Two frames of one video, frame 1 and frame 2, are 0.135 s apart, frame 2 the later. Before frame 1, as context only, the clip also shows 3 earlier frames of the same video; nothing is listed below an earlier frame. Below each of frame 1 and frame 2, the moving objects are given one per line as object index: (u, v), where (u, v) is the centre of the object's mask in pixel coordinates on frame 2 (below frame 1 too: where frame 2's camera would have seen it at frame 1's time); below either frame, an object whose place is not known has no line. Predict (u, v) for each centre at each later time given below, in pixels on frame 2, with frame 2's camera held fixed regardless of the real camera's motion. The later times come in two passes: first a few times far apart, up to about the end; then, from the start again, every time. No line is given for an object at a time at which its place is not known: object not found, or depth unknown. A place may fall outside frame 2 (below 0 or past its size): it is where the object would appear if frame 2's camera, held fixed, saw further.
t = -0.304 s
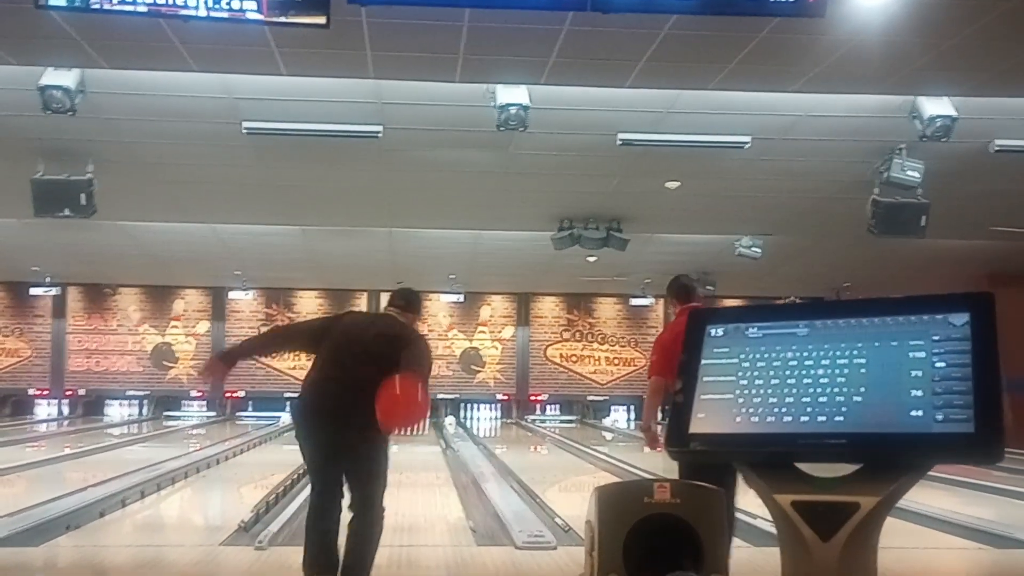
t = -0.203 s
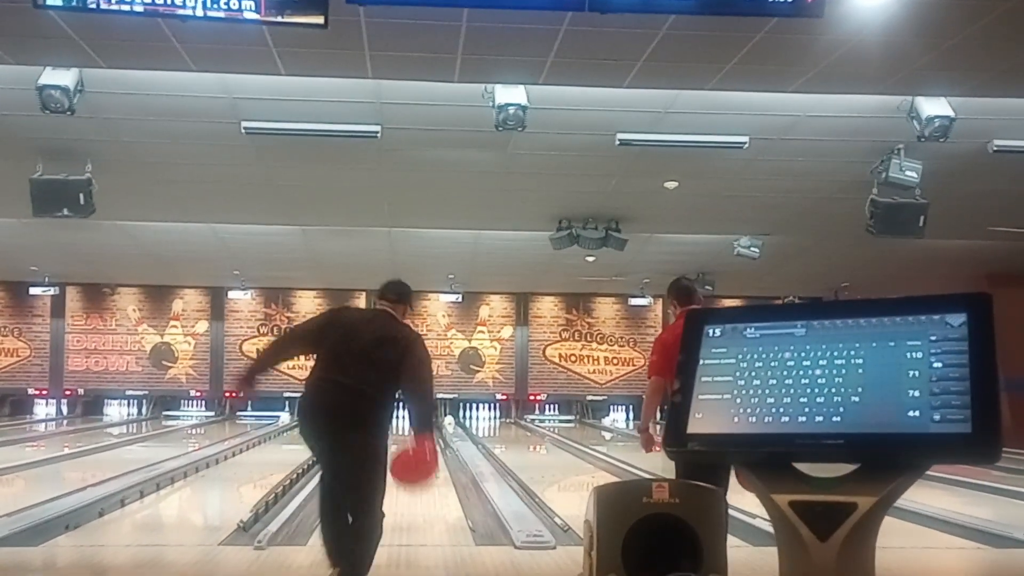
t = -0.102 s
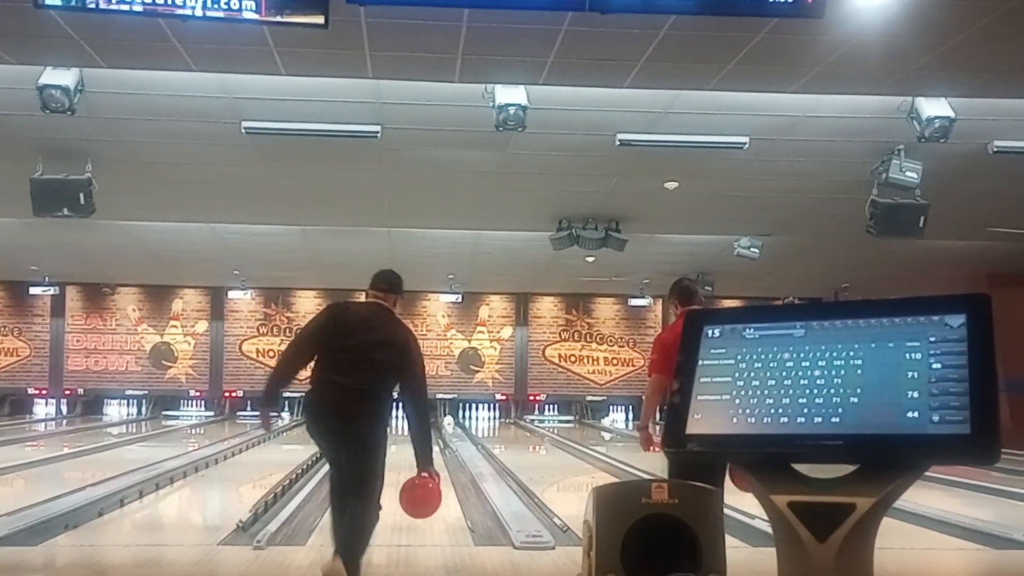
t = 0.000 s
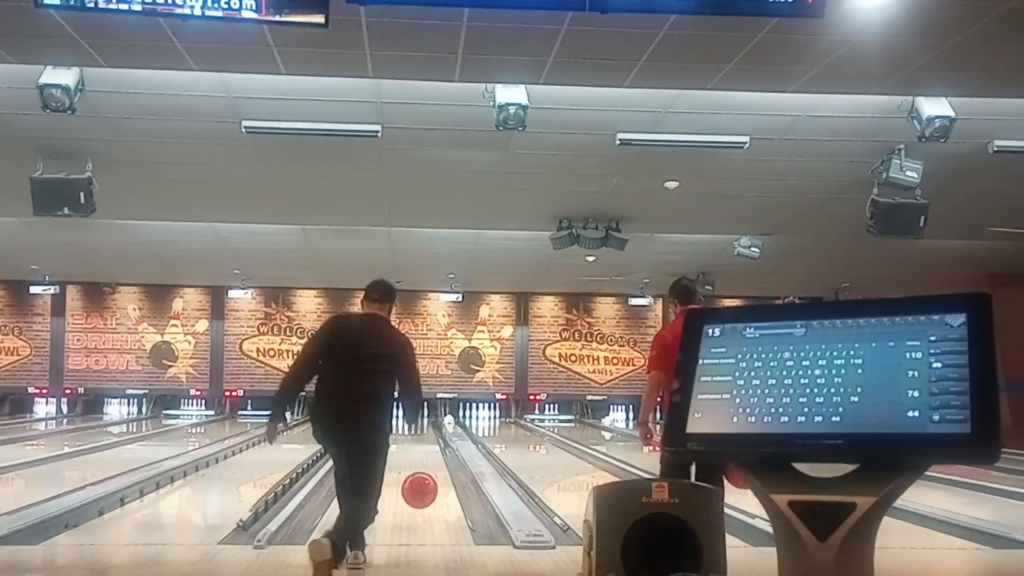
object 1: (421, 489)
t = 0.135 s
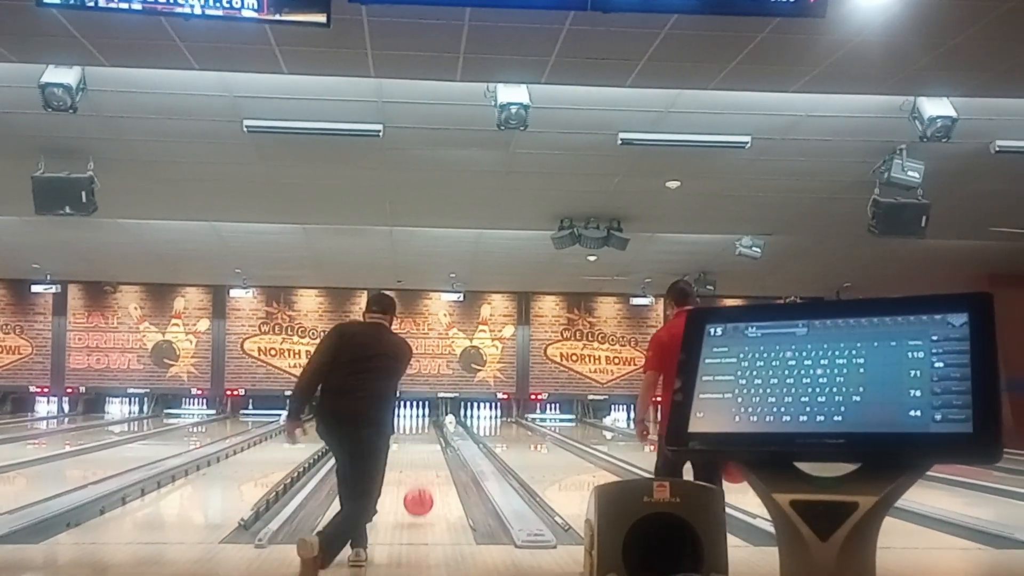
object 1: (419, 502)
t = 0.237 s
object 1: (418, 489)
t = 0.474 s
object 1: (416, 469)
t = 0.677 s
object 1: (415, 456)
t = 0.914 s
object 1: (414, 444)
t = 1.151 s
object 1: (414, 435)
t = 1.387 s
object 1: (413, 428)
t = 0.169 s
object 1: (418, 504)
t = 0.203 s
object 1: (418, 494)
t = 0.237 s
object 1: (418, 489)
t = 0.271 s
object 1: (418, 485)
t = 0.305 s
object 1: (417, 482)
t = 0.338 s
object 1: (417, 481)
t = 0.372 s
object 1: (417, 480)
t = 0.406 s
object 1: (416, 476)
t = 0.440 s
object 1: (416, 473)
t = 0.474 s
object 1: (416, 469)
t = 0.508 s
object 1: (416, 467)
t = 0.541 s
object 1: (416, 465)
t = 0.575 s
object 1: (416, 463)
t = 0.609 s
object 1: (415, 460)
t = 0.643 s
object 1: (415, 457)
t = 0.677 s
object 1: (415, 456)
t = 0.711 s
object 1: (415, 454)
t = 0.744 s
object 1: (415, 452)
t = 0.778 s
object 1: (414, 451)
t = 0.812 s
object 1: (414, 449)
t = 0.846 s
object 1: (414, 447)
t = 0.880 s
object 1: (414, 445)
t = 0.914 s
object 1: (414, 444)
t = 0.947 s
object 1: (414, 443)
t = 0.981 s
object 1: (414, 441)
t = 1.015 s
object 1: (414, 440)
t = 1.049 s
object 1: (414, 438)
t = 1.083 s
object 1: (414, 438)
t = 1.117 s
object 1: (413, 437)
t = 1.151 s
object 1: (414, 435)
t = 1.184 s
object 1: (414, 434)
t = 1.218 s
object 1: (414, 433)
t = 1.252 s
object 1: (413, 432)
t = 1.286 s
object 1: (412, 432)
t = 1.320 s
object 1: (412, 431)
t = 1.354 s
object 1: (413, 430)
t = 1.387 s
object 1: (413, 428)
